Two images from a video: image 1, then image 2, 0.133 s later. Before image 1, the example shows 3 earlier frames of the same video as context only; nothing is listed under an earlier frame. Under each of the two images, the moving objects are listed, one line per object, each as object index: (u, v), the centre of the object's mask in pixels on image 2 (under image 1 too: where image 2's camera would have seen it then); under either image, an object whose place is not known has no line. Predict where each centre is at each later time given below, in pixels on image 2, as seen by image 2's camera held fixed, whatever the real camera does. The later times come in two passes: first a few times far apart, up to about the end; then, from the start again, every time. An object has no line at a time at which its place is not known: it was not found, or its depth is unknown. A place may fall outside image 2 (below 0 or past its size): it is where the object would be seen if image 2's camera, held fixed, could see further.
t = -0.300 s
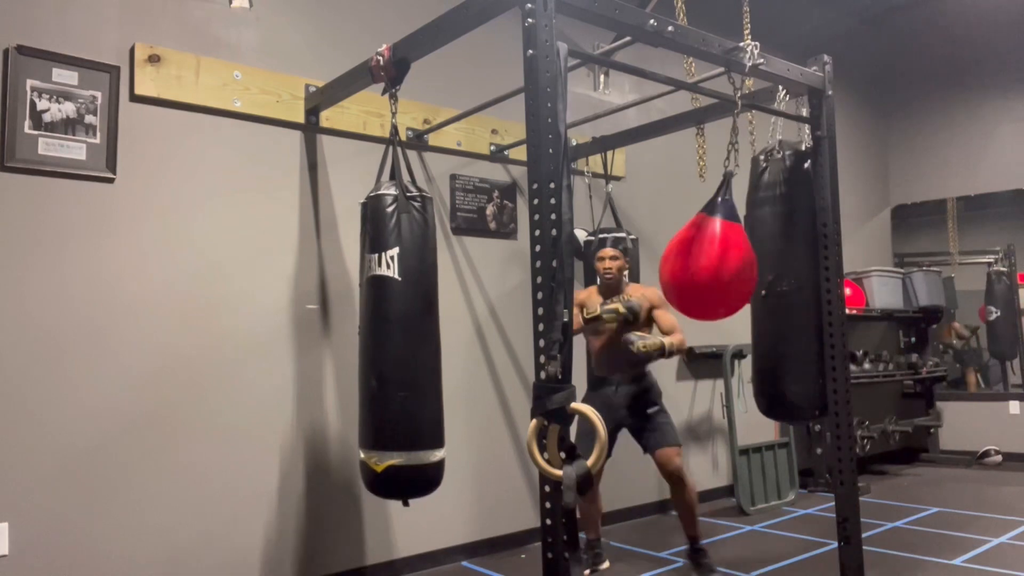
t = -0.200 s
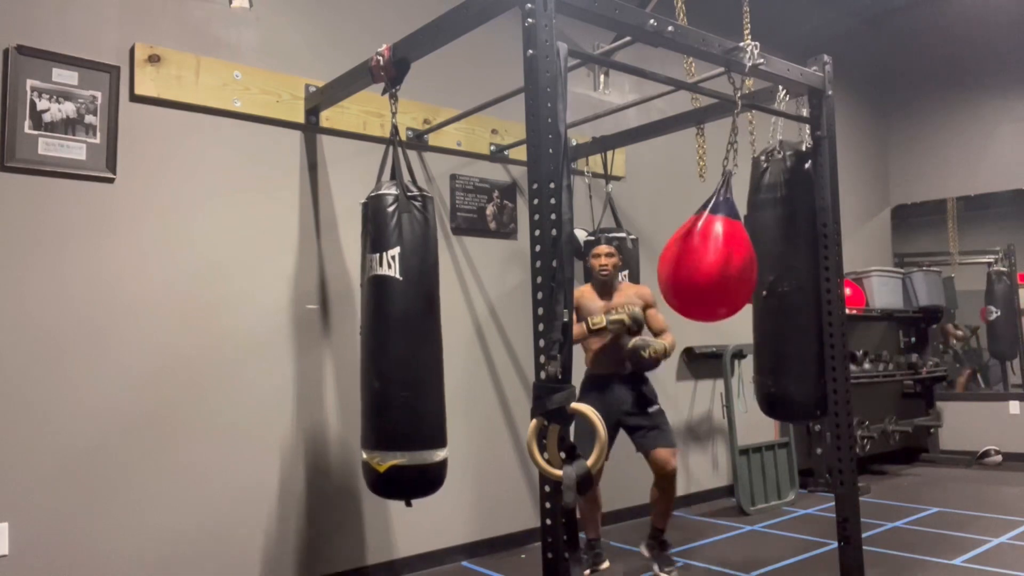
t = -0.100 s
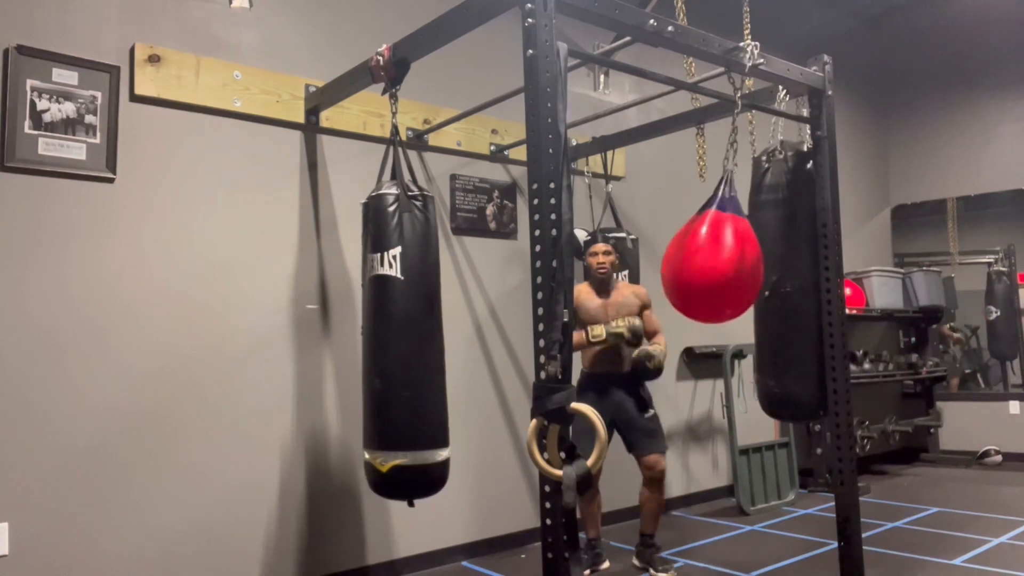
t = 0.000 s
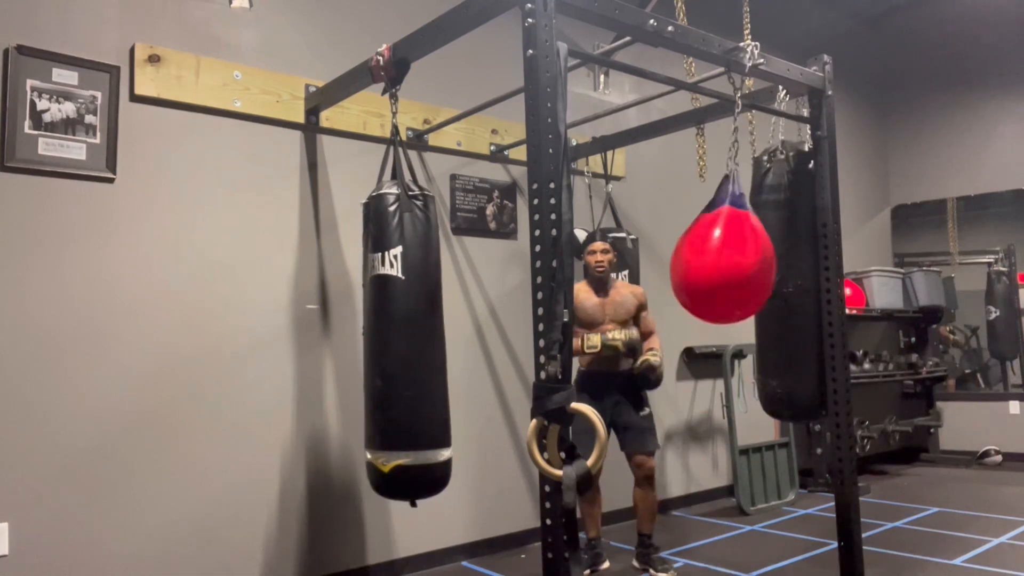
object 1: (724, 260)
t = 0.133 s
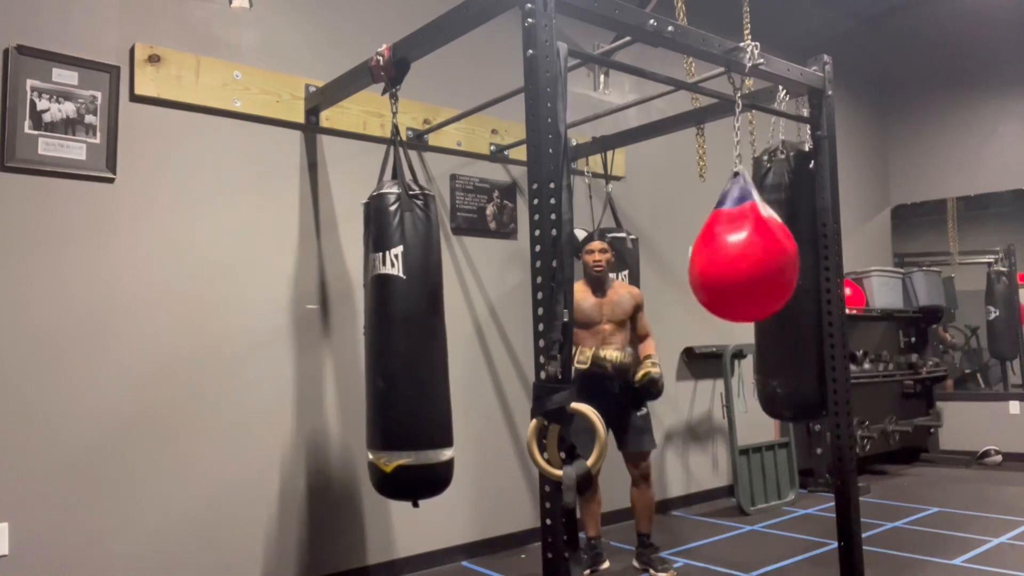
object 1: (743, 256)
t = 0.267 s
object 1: (764, 254)
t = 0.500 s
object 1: (785, 253)
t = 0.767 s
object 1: (777, 260)
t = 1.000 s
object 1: (746, 263)
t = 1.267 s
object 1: (718, 261)
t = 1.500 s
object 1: (717, 260)
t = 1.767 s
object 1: (745, 256)
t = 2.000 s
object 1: (773, 253)
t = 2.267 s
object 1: (778, 255)
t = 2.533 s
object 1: (756, 259)
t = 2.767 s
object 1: (732, 260)
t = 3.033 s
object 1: (721, 260)
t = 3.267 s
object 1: (733, 258)
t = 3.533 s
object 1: (761, 255)
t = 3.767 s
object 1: (774, 256)
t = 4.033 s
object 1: (765, 258)
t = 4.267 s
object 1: (746, 259)
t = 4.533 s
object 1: (728, 260)
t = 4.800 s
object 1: (730, 258)
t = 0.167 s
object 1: (749, 256)
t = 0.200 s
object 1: (754, 255)
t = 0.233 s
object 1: (759, 254)
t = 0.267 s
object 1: (764, 254)
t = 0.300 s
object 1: (768, 252)
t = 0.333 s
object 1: (773, 252)
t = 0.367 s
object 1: (776, 252)
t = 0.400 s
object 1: (780, 252)
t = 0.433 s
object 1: (782, 252)
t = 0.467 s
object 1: (784, 253)
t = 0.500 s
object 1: (785, 253)
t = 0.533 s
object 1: (786, 254)
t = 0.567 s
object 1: (786, 255)
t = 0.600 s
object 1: (787, 256)
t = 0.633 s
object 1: (786, 257)
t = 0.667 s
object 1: (784, 257)
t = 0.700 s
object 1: (782, 258)
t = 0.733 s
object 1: (779, 259)
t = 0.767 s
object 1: (777, 260)
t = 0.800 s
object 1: (773, 261)
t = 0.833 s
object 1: (769, 262)
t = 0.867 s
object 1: (765, 262)
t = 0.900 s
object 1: (760, 263)
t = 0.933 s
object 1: (756, 263)
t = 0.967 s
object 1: (751, 263)
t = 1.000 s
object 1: (746, 263)
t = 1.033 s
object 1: (742, 263)
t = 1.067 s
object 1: (738, 263)
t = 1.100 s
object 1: (733, 262)
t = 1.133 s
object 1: (729, 262)
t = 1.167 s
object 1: (726, 262)
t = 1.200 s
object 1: (723, 261)
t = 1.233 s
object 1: (720, 261)
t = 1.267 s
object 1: (718, 261)
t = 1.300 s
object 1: (716, 261)
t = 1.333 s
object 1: (715, 261)
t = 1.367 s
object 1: (714, 260)
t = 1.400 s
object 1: (714, 260)
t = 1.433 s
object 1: (715, 260)
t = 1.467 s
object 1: (716, 260)
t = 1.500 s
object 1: (717, 260)
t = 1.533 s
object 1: (719, 260)
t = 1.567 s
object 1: (722, 259)
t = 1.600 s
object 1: (725, 259)
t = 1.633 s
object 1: (728, 258)
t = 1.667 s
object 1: (732, 258)
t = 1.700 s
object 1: (736, 258)
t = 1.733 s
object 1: (741, 257)
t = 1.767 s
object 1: (745, 256)
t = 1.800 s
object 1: (750, 255)
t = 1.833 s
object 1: (754, 255)
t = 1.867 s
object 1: (759, 254)
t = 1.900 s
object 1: (763, 254)
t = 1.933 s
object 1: (766, 254)
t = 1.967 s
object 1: (770, 253)
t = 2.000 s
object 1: (773, 253)
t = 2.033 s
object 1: (775, 253)
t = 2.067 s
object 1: (777, 253)
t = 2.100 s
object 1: (779, 253)
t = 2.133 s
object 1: (780, 253)
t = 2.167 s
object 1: (780, 254)
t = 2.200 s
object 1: (780, 254)
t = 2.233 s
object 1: (779, 255)
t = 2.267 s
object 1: (778, 255)
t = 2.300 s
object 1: (776, 256)
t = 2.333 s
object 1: (774, 257)
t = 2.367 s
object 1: (772, 257)
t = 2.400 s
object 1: (769, 258)
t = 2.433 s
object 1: (766, 258)
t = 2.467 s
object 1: (763, 259)
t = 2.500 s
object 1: (759, 259)
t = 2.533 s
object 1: (756, 259)
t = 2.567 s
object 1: (752, 259)
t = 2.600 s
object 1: (748, 259)
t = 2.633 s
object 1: (745, 259)
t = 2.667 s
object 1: (741, 259)
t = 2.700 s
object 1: (738, 260)
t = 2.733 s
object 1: (734, 260)
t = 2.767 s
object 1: (732, 260)
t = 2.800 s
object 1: (729, 260)
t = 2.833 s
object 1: (727, 260)
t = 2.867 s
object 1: (725, 260)
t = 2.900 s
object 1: (723, 260)
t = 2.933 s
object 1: (722, 260)
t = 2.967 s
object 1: (721, 260)
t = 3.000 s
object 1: (721, 260)
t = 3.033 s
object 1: (721, 260)
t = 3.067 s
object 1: (721, 260)
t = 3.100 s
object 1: (722, 259)
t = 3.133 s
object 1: (724, 259)
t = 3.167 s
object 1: (726, 259)
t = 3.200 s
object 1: (728, 259)
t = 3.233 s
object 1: (730, 258)
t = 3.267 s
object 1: (733, 258)
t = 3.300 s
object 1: (736, 258)
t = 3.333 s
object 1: (740, 257)
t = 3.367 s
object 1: (744, 257)
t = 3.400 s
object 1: (747, 256)
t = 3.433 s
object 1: (751, 255)
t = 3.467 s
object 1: (755, 255)
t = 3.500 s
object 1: (758, 255)
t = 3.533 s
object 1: (761, 255)
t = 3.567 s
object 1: (764, 255)
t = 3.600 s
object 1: (767, 254)
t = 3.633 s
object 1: (769, 255)
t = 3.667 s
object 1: (771, 255)
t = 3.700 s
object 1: (773, 255)
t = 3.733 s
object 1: (774, 255)
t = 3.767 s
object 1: (774, 256)
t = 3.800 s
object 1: (774, 256)
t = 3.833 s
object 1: (774, 256)
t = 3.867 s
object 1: (774, 256)
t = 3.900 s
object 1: (773, 257)
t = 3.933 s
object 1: (771, 258)
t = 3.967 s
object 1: (770, 258)
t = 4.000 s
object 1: (768, 258)
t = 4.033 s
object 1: (765, 258)
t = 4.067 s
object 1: (763, 258)
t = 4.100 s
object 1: (760, 259)
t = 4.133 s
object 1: (757, 259)
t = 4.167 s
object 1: (754, 259)
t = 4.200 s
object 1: (752, 259)
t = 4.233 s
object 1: (749, 259)
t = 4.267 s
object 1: (746, 259)
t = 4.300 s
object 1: (743, 259)
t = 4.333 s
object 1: (740, 260)
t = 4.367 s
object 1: (737, 260)
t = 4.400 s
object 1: (735, 260)
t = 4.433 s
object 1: (733, 260)
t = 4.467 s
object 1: (731, 260)
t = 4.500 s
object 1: (729, 260)
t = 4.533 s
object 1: (728, 260)
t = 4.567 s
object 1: (727, 260)
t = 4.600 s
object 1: (726, 260)
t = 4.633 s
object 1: (726, 260)
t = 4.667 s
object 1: (726, 260)
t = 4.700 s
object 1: (726, 259)
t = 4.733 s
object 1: (727, 259)
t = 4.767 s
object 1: (728, 259)
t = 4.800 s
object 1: (730, 258)
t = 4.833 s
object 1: (732, 258)
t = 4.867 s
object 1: (734, 258)
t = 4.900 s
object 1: (736, 258)
